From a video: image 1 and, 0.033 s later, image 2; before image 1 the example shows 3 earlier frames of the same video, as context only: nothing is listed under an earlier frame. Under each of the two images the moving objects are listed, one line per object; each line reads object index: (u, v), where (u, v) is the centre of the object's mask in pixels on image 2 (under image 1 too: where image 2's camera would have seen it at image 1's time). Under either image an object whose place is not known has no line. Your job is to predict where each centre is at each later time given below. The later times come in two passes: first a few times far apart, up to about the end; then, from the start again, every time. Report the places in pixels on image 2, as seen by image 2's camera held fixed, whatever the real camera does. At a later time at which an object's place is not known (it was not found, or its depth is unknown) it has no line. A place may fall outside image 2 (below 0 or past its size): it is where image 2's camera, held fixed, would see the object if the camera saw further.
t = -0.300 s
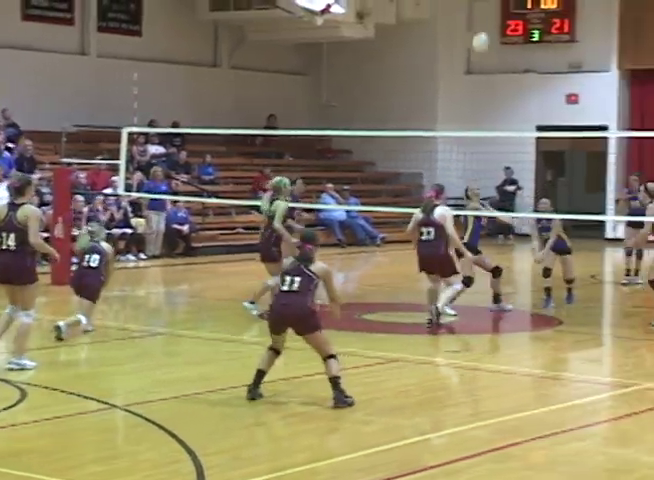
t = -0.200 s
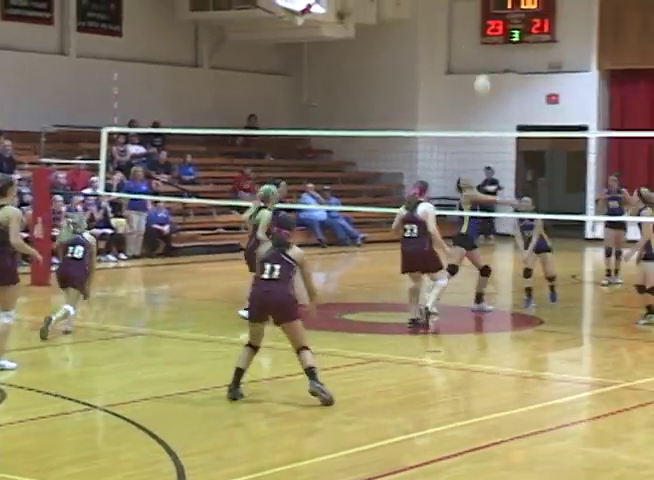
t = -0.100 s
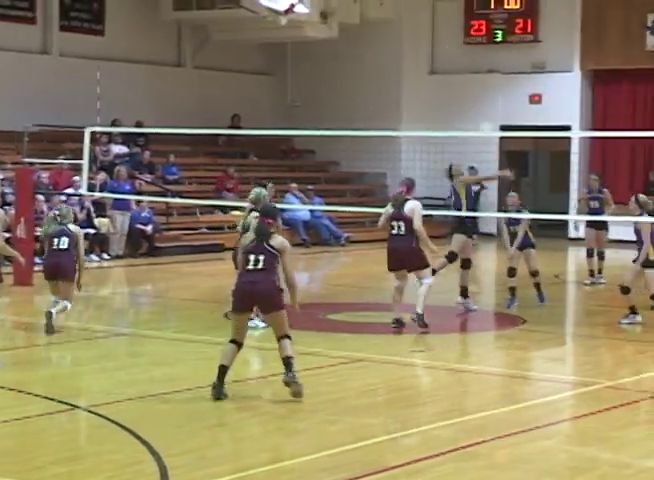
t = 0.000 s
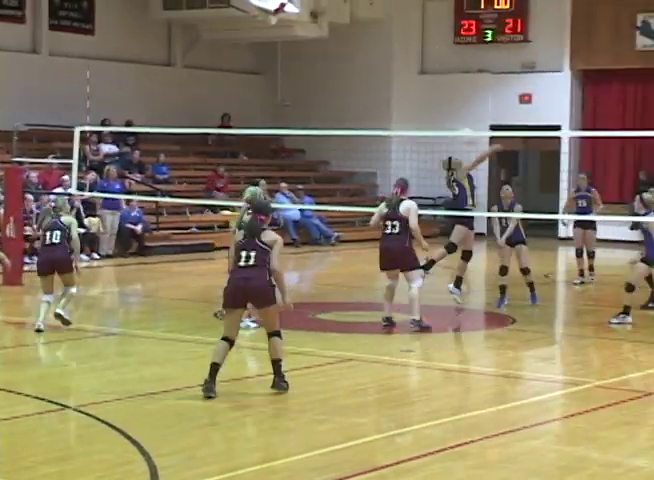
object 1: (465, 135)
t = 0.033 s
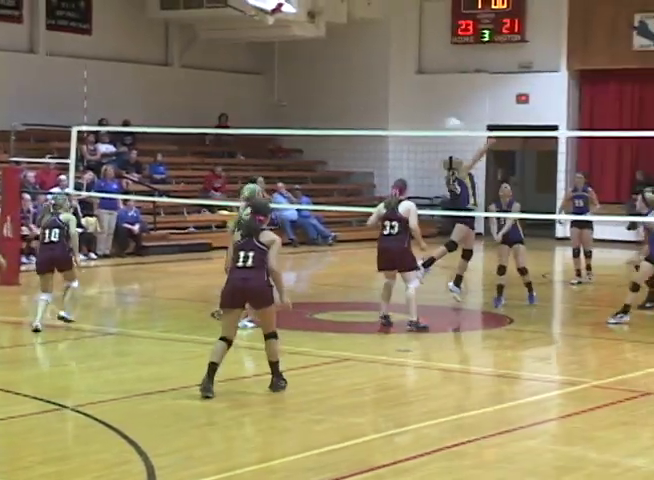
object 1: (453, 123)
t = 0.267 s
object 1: (376, 81)
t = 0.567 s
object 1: (276, 86)
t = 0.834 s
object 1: (189, 152)
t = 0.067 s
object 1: (441, 115)
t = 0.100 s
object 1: (430, 108)
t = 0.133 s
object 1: (419, 100)
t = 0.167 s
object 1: (407, 94)
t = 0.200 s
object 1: (397, 88)
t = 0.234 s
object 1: (386, 84)
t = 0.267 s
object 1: (376, 81)
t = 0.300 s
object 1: (364, 77)
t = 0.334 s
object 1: (354, 75)
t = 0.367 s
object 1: (343, 74)
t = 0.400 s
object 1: (331, 74)
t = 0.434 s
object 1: (321, 75)
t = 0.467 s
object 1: (309, 76)
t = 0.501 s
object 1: (299, 78)
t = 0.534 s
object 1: (287, 81)
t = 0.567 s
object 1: (276, 86)
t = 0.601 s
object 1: (265, 91)
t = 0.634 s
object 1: (254, 97)
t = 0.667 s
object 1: (243, 104)
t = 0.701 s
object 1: (232, 112)
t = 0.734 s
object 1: (221, 120)
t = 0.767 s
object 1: (210, 130)
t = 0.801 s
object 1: (199, 141)
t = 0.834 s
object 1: (189, 152)
